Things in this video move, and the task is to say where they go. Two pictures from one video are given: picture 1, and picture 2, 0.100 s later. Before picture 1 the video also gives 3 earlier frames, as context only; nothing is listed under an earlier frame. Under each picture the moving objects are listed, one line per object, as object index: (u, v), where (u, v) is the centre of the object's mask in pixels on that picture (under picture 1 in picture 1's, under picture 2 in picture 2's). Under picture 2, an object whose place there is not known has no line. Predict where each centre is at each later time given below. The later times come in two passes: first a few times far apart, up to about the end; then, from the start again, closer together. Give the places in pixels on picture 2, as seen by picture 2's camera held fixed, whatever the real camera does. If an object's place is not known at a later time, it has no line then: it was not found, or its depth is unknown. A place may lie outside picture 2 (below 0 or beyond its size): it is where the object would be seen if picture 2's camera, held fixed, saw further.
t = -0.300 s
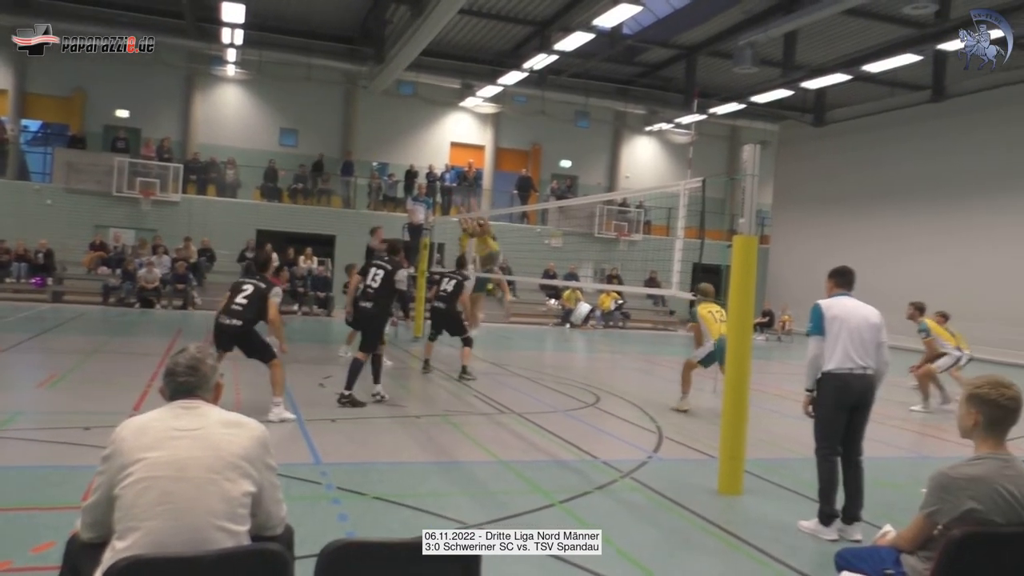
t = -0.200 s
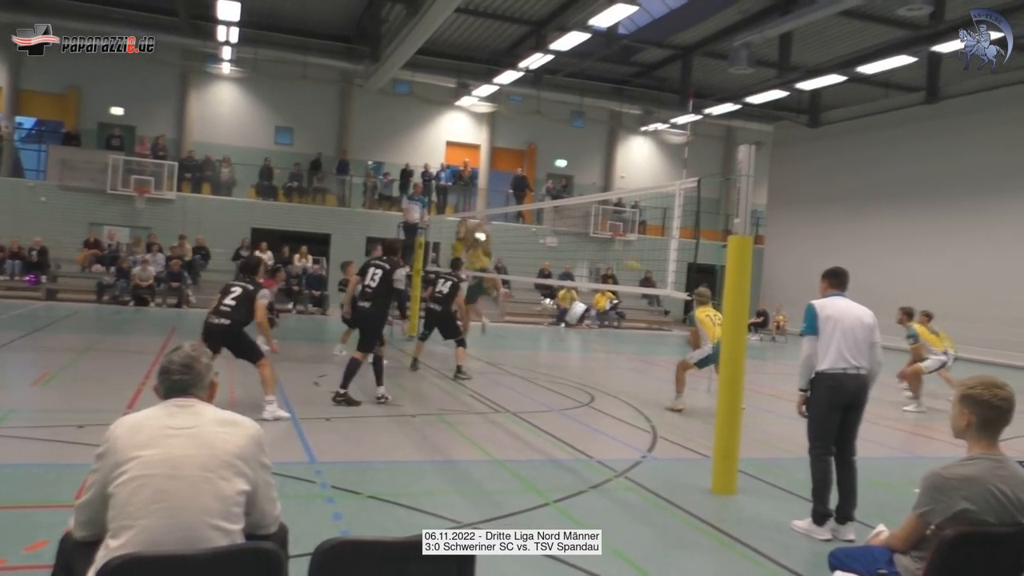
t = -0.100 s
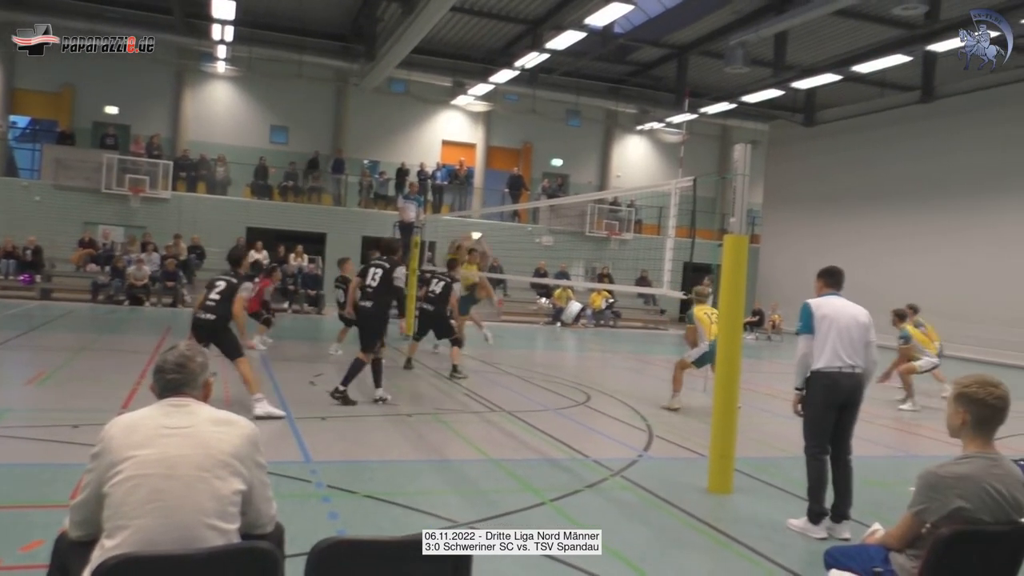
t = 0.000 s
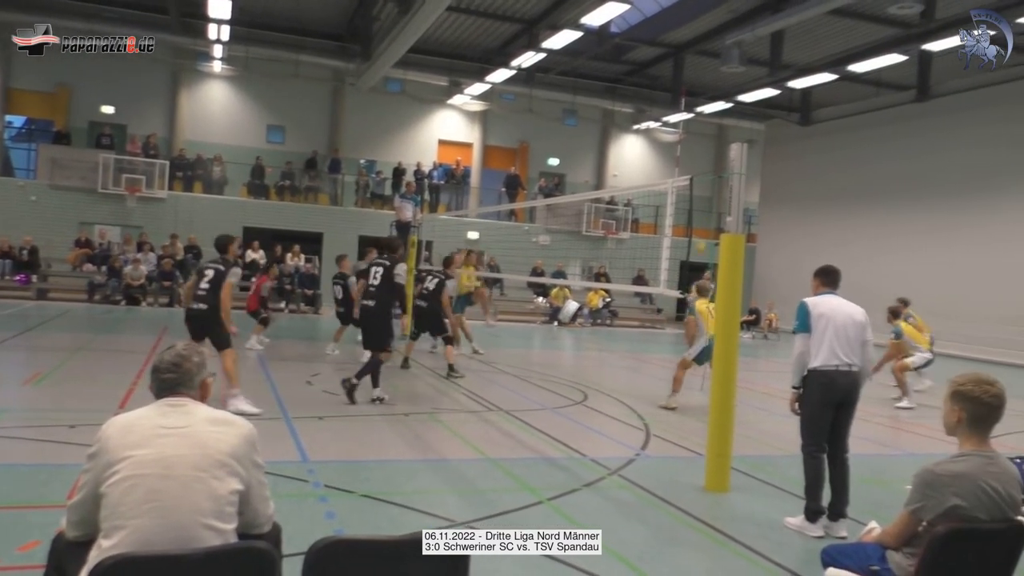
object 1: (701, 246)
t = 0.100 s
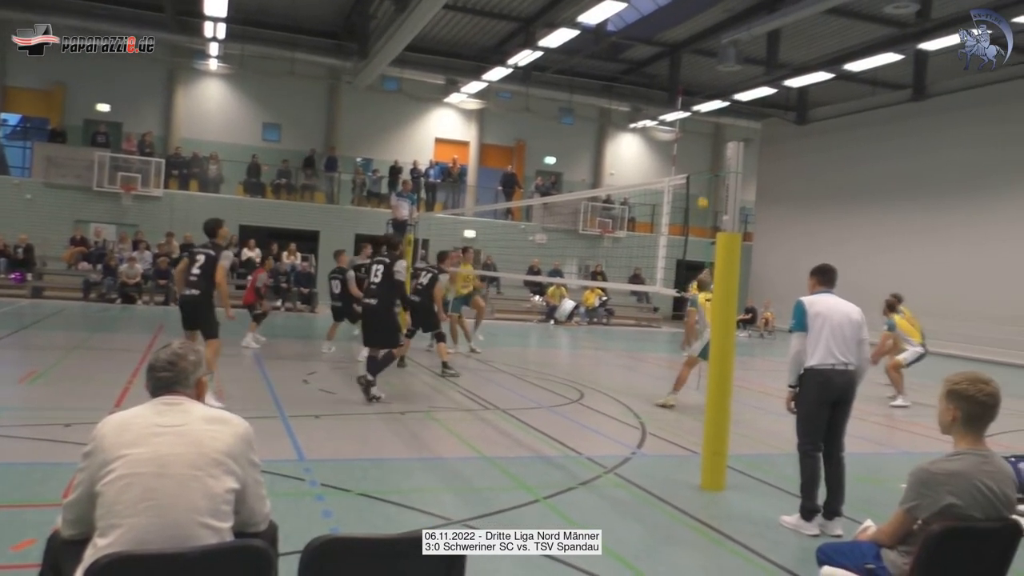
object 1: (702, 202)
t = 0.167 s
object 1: (707, 171)
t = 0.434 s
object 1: (725, 93)
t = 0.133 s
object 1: (705, 186)
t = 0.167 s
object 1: (707, 171)
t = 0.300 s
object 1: (716, 131)
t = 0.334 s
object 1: (718, 120)
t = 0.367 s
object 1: (722, 111)
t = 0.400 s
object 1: (724, 103)
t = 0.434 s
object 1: (725, 93)
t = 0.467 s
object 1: (728, 84)
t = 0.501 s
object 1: (729, 79)
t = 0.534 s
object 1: (733, 72)
